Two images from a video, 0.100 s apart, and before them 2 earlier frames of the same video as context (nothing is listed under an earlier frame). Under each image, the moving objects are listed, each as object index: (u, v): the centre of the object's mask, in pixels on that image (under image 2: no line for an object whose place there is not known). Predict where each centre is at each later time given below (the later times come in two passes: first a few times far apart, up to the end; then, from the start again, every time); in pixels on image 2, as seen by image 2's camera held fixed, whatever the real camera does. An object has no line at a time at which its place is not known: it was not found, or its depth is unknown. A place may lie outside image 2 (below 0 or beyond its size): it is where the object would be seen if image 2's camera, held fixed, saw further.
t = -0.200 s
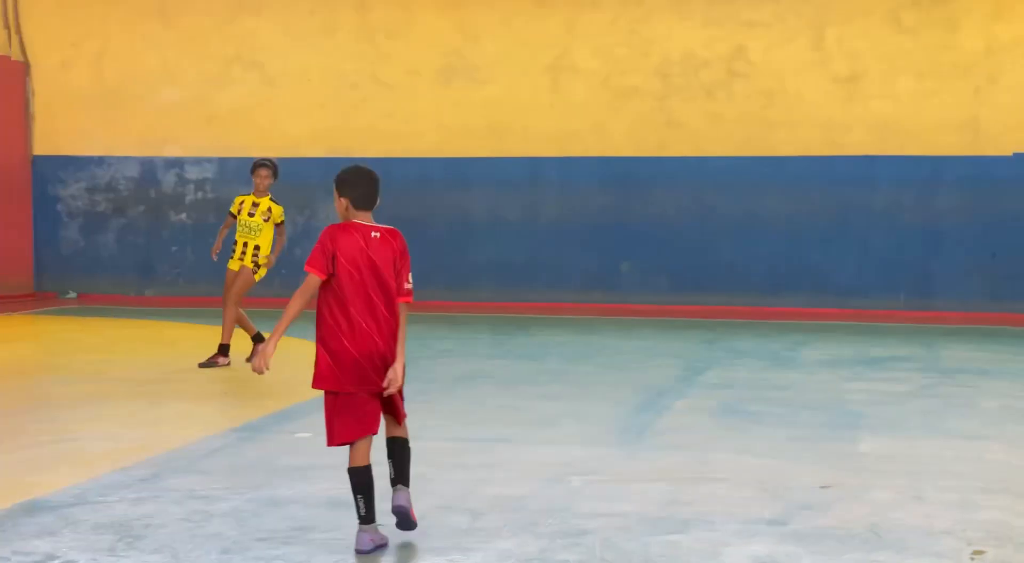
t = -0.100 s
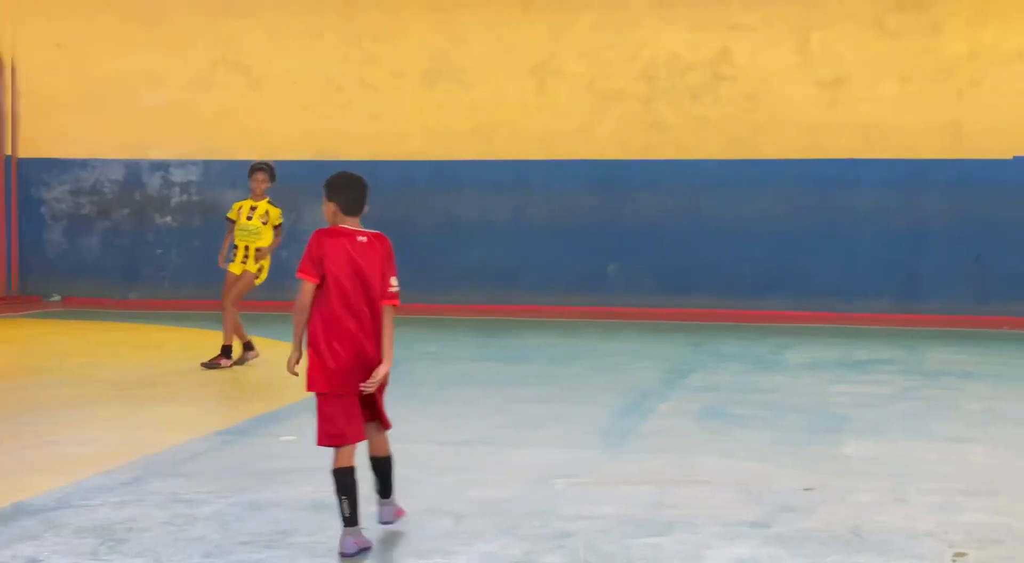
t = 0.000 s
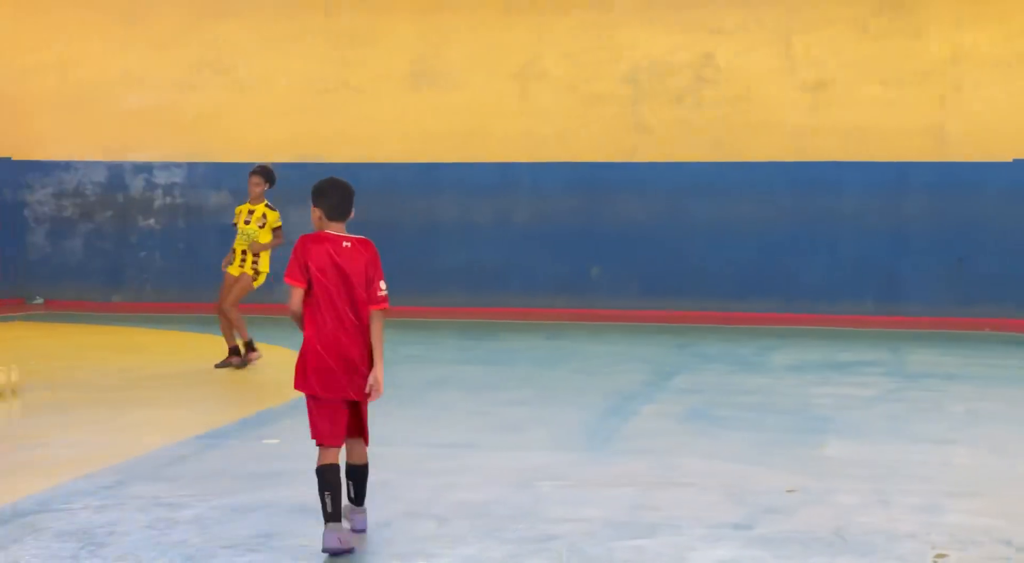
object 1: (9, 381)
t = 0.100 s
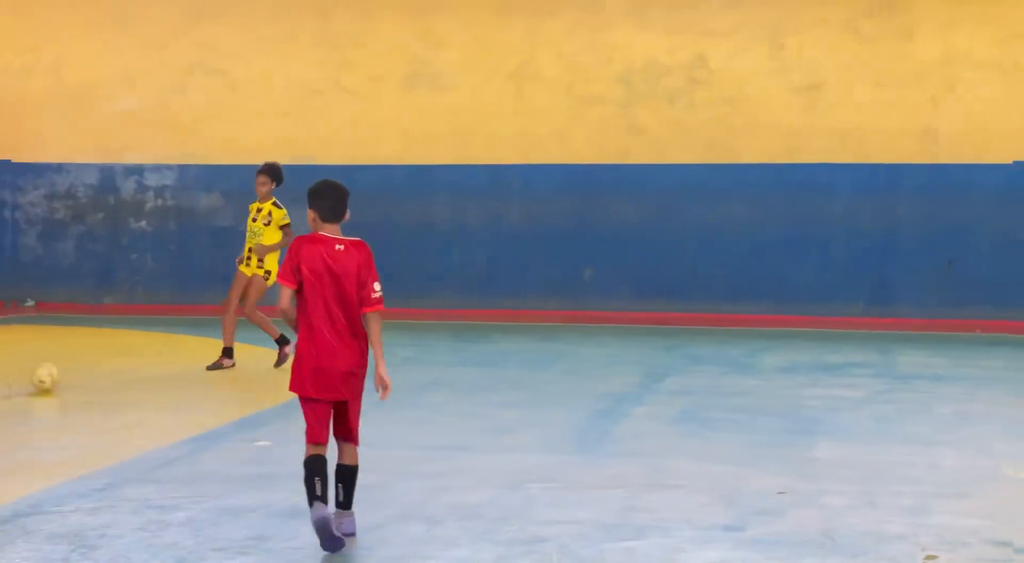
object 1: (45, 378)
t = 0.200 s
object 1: (85, 376)
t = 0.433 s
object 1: (164, 371)
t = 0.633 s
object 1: (228, 366)
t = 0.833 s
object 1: (288, 361)
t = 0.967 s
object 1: (325, 359)
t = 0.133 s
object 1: (57, 377)
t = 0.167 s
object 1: (72, 377)
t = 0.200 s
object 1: (85, 376)
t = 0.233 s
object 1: (97, 375)
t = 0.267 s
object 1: (107, 374)
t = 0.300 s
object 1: (119, 374)
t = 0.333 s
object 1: (131, 373)
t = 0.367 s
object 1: (142, 373)
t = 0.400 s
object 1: (152, 372)
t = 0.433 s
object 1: (164, 371)
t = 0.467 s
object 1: (175, 369)
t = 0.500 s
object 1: (185, 369)
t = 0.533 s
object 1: (197, 368)
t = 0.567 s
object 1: (207, 367)
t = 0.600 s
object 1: (217, 367)
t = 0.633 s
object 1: (228, 366)
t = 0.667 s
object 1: (237, 365)
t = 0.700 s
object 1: (249, 365)
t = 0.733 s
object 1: (258, 364)
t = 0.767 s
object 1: (269, 363)
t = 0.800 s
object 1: (277, 362)
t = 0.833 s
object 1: (288, 361)
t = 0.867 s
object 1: (298, 361)
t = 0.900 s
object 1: (307, 361)
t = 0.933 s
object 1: (317, 359)
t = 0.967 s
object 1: (325, 359)
